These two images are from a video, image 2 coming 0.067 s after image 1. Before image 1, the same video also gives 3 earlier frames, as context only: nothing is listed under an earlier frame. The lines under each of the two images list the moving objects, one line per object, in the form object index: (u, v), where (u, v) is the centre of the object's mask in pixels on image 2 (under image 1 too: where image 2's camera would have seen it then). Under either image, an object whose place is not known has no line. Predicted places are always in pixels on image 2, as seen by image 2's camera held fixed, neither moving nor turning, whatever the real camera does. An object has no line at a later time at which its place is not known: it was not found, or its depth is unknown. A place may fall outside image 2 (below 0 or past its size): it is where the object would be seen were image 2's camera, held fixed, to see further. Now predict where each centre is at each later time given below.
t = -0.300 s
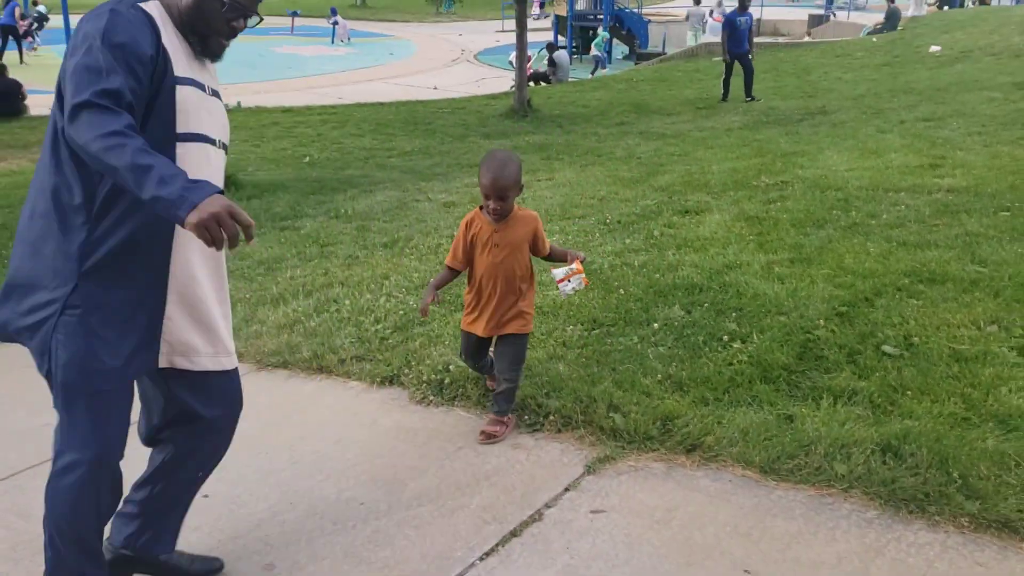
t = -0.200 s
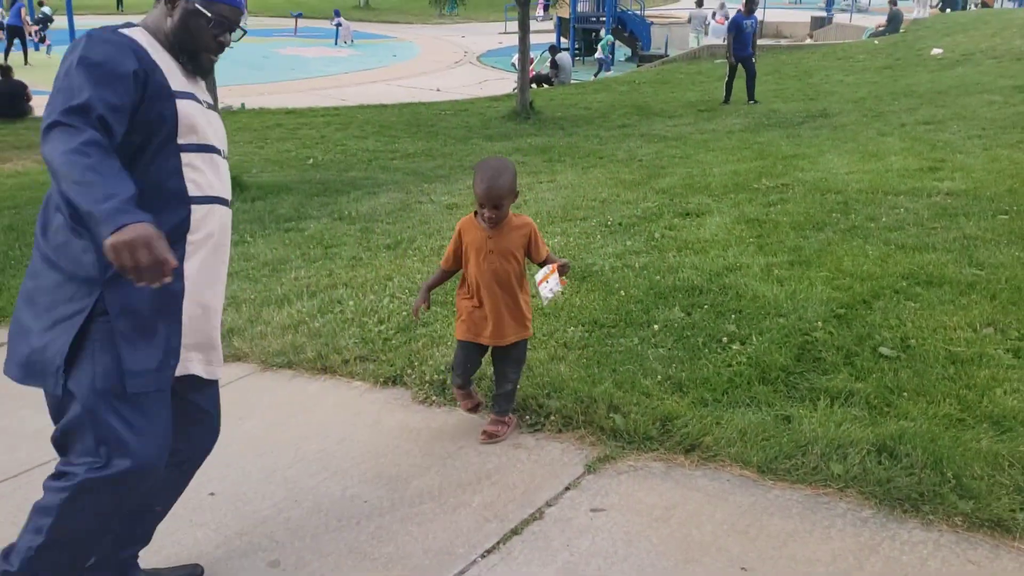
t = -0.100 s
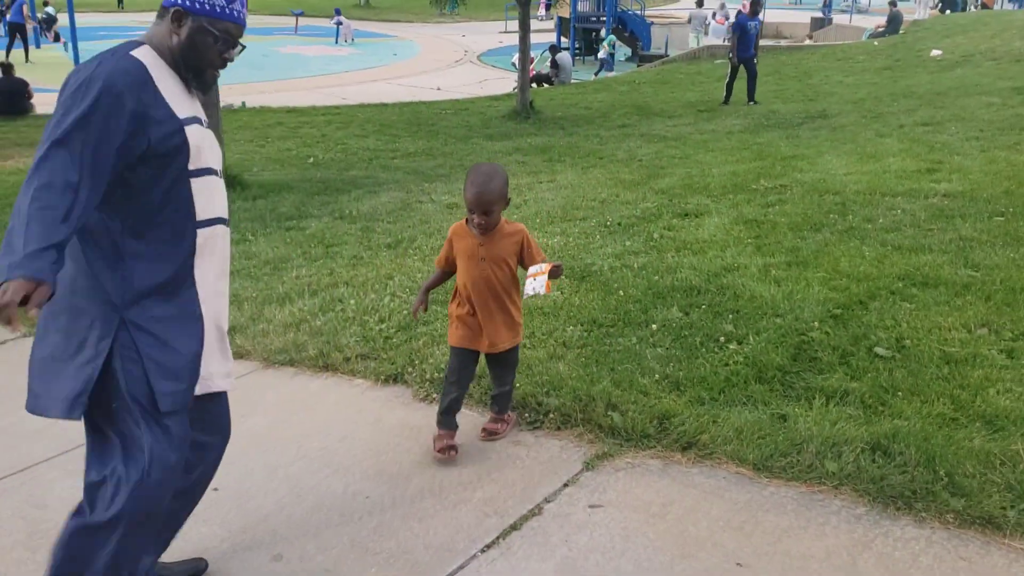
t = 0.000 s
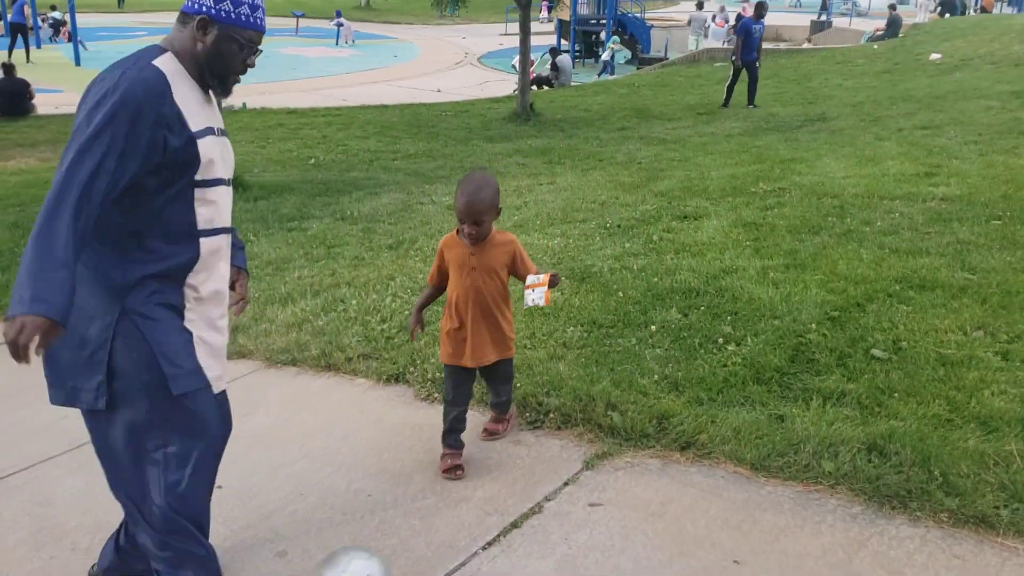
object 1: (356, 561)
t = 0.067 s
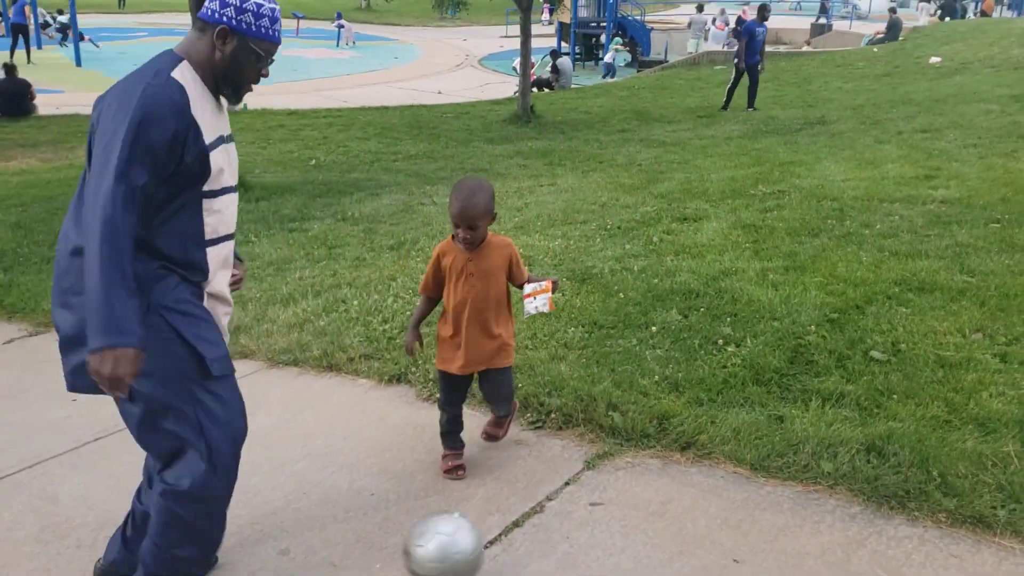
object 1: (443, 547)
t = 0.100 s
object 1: (483, 540)
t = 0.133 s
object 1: (519, 529)
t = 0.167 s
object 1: (543, 509)
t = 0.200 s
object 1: (567, 492)
